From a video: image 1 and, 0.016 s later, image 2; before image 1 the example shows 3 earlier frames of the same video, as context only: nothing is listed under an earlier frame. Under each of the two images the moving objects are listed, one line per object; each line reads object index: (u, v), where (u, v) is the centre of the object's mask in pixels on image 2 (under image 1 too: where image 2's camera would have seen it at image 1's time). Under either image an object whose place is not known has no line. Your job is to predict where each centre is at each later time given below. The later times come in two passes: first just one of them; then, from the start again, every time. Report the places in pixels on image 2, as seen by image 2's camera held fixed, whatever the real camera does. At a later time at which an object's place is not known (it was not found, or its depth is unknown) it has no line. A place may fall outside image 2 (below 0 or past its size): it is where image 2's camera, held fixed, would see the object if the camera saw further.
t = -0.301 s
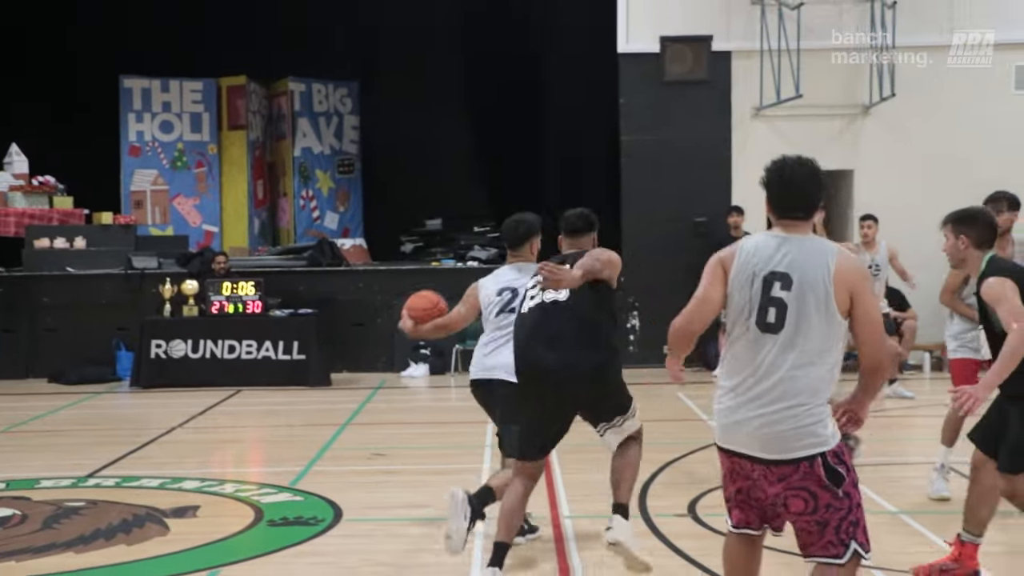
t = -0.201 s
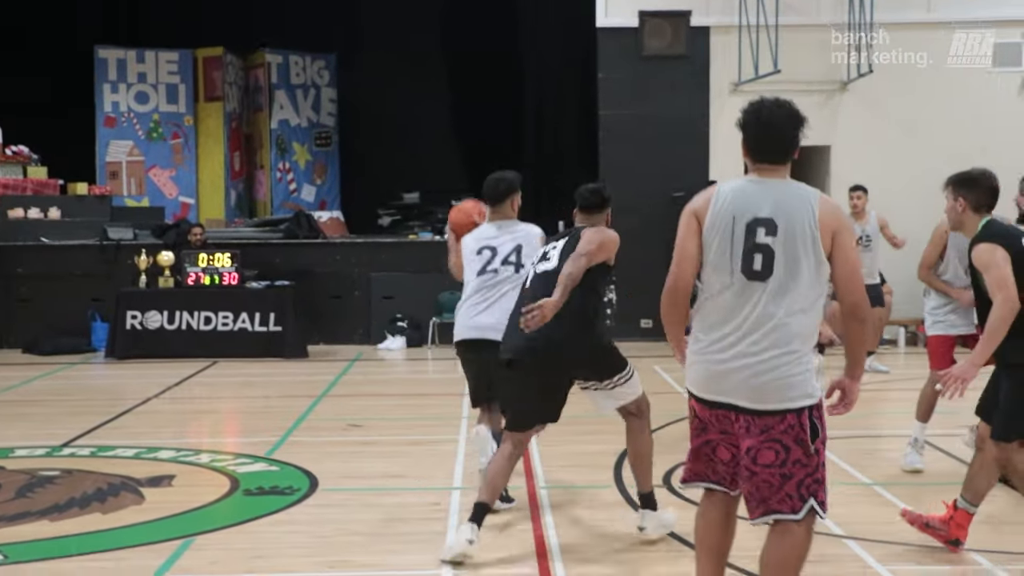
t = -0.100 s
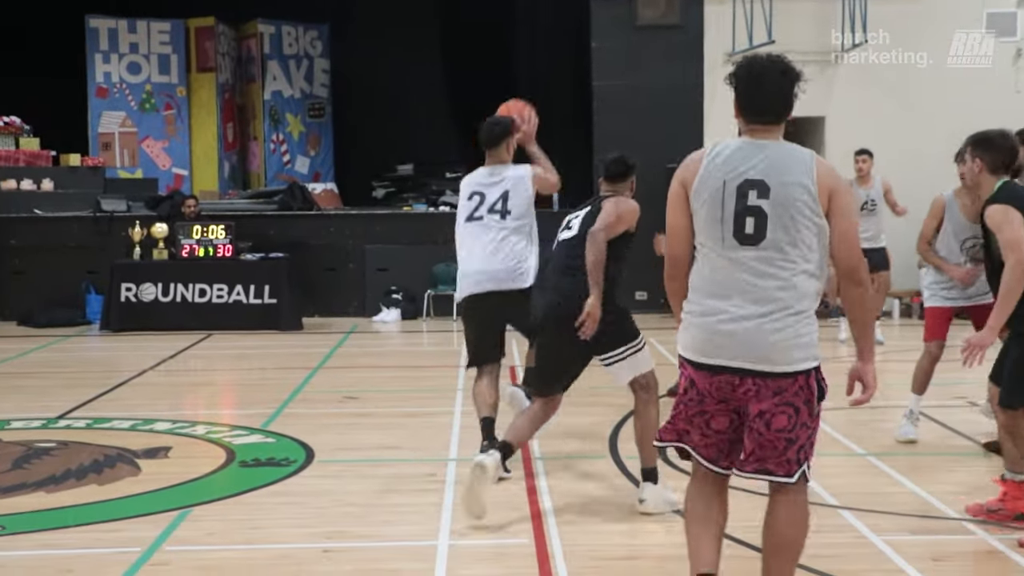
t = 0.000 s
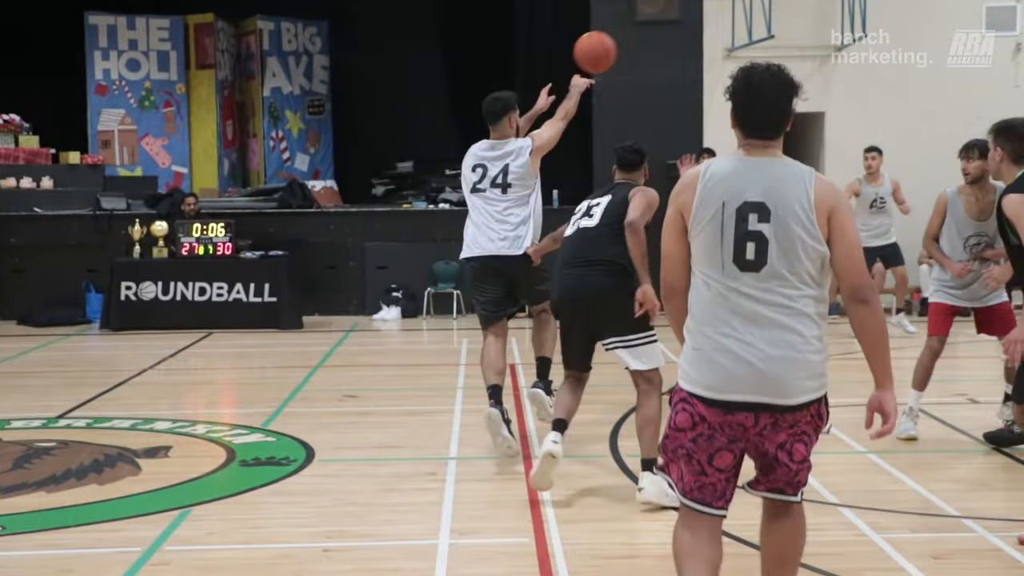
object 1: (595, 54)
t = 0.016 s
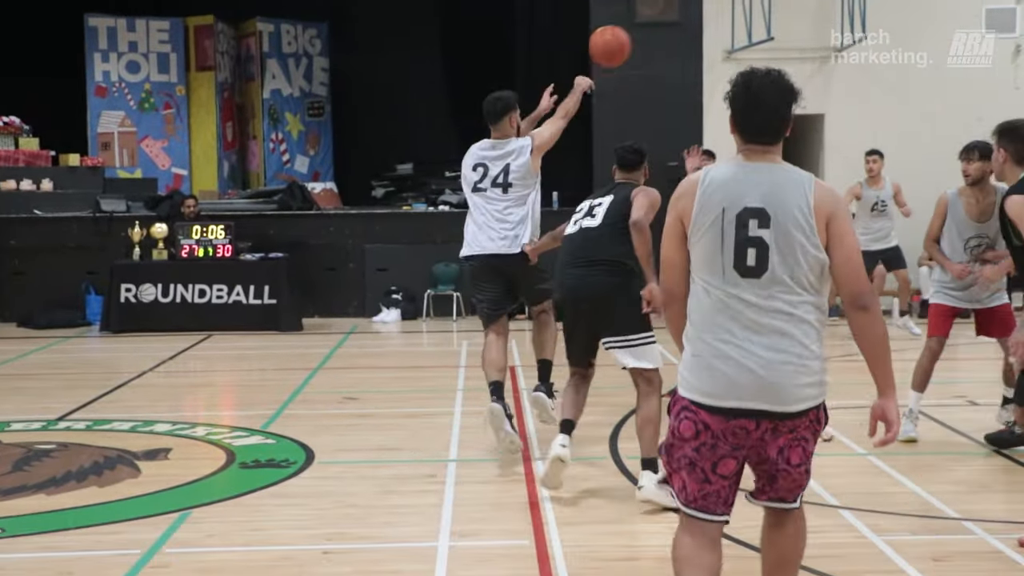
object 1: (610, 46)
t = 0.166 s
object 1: (735, 0)
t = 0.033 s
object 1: (624, 39)
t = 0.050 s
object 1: (639, 32)
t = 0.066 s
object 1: (653, 26)
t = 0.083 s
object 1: (667, 20)
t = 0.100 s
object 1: (681, 15)
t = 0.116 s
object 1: (694, 11)
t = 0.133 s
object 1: (707, 7)
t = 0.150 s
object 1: (721, 3)
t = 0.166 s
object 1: (735, 0)
